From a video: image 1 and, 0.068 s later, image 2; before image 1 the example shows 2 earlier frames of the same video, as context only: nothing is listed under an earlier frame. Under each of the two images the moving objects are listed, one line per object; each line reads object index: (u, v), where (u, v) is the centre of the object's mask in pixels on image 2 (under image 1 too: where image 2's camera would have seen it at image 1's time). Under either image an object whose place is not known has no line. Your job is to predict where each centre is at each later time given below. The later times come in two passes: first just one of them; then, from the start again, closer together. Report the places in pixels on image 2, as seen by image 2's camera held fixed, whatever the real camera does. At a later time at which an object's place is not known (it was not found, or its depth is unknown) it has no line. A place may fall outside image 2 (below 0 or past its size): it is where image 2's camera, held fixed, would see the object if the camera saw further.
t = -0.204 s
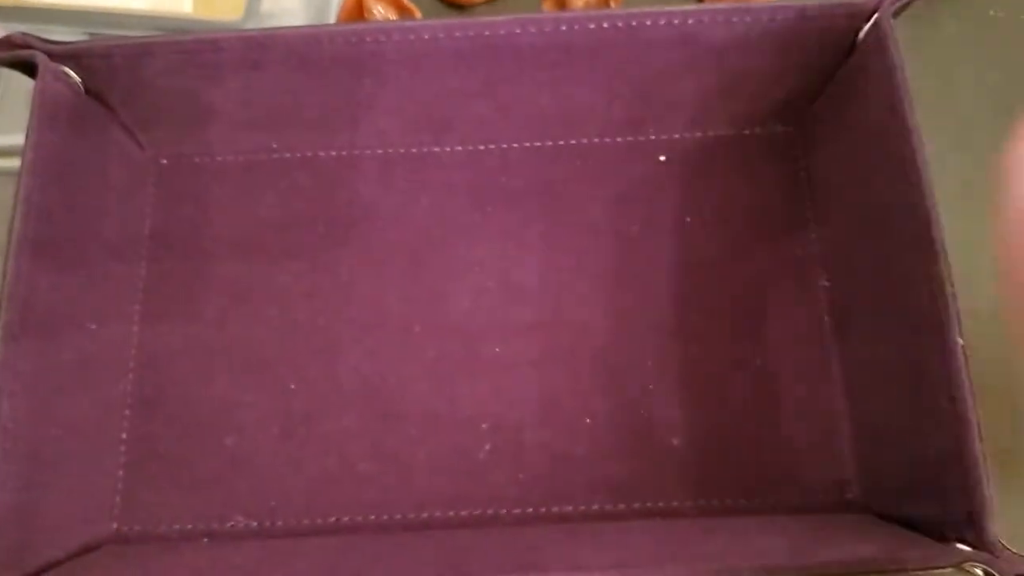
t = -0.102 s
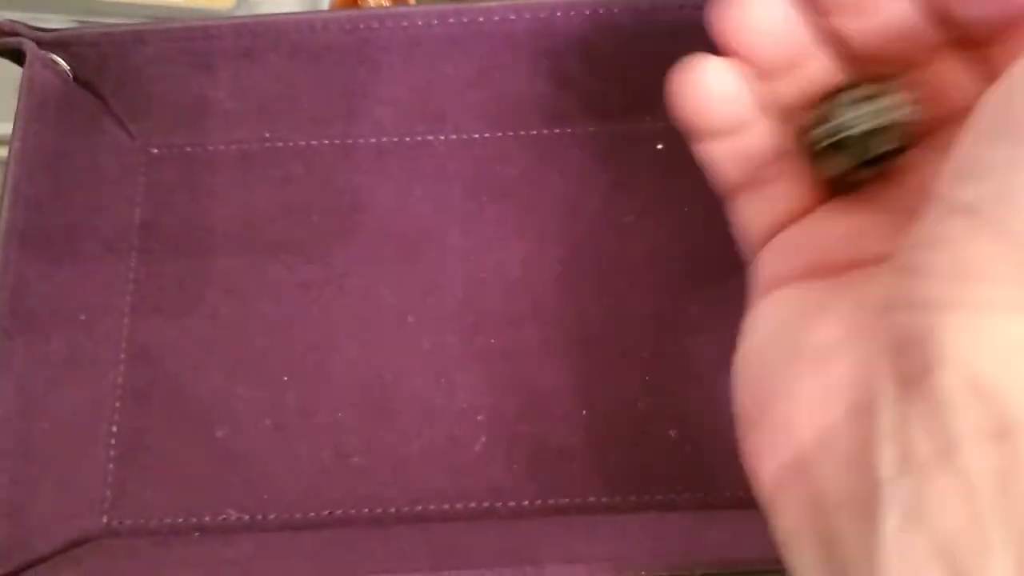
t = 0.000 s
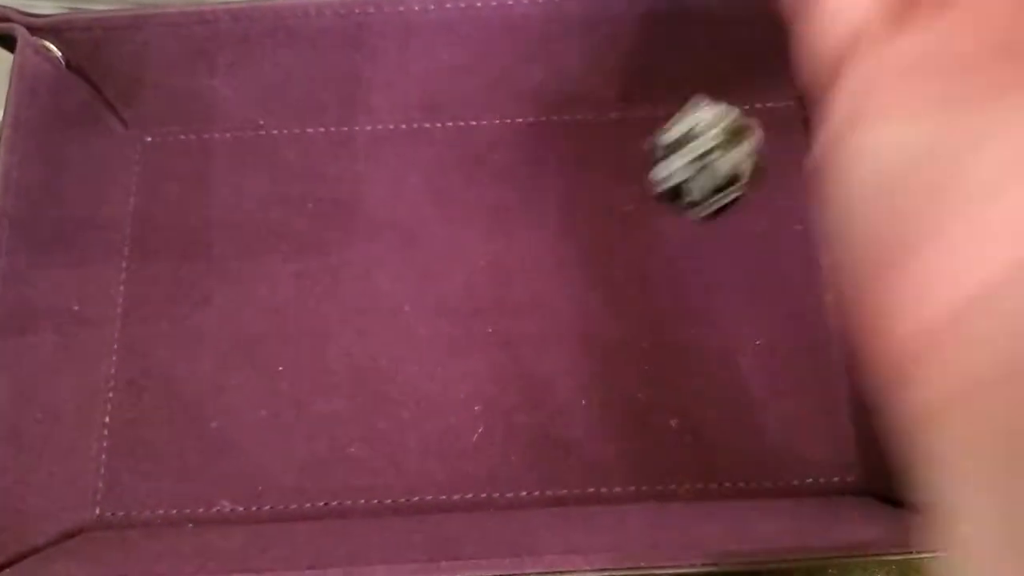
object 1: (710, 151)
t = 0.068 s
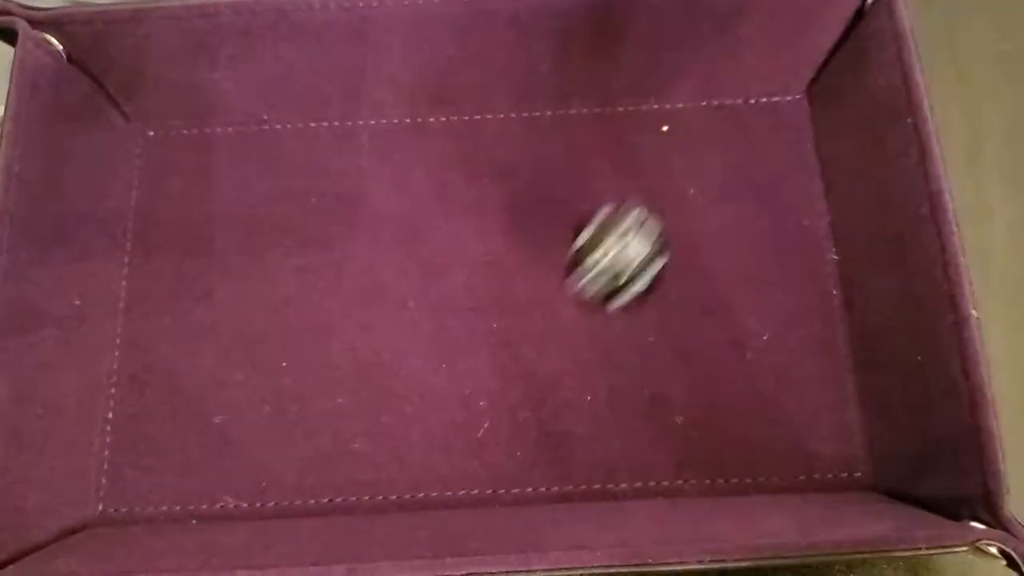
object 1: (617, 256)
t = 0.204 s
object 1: (398, 474)
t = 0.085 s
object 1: (597, 291)
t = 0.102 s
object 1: (577, 324)
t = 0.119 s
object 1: (553, 352)
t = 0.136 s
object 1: (521, 369)
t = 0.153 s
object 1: (490, 392)
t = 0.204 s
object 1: (398, 474)
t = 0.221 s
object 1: (362, 482)
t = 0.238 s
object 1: (334, 480)
